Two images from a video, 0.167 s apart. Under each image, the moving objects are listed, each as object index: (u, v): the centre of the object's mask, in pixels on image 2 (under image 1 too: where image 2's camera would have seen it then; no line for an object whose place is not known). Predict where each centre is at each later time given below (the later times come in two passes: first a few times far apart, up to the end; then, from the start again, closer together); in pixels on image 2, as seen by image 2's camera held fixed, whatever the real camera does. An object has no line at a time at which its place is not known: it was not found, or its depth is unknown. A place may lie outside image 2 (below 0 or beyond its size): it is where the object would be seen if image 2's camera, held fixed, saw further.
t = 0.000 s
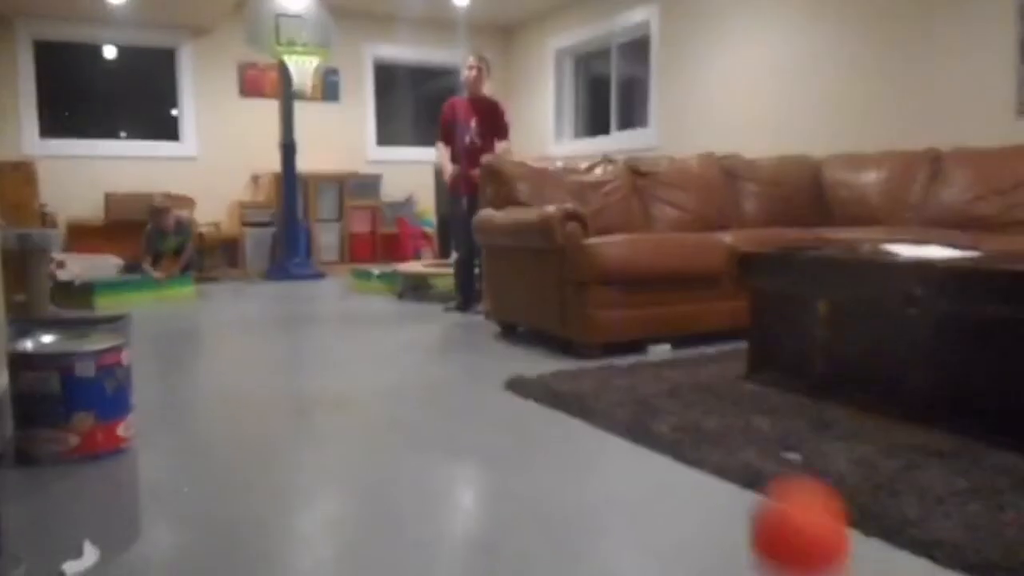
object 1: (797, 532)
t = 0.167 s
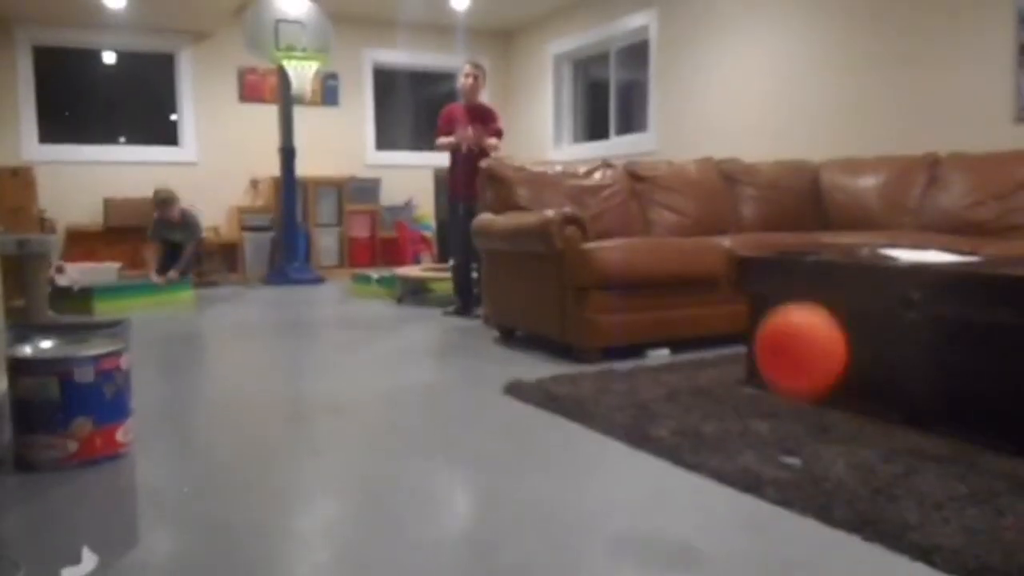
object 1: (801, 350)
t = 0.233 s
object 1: (799, 327)
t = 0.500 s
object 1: (791, 469)
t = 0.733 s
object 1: (780, 360)
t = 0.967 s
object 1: (769, 429)
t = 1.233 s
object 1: (773, 411)
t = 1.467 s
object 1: (777, 400)
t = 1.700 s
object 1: (784, 391)
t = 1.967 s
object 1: (785, 387)
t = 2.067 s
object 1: (783, 387)
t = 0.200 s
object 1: (800, 336)
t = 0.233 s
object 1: (799, 327)
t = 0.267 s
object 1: (798, 326)
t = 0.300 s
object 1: (797, 331)
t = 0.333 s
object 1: (796, 342)
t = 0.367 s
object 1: (795, 359)
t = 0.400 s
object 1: (794, 380)
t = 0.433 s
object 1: (794, 406)
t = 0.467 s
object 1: (794, 435)
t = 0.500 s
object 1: (791, 469)
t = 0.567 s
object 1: (788, 440)
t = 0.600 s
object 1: (786, 414)
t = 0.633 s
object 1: (786, 393)
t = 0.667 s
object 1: (785, 376)
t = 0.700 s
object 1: (782, 366)
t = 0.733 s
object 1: (780, 360)
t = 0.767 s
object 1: (779, 359)
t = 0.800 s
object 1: (778, 363)
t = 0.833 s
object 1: (776, 371)
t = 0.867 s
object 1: (774, 384)
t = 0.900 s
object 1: (772, 400)
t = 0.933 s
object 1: (769, 422)
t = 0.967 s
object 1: (769, 429)
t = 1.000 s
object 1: (770, 414)
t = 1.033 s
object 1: (771, 400)
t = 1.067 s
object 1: (771, 392)
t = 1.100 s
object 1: (771, 389)
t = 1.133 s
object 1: (772, 389)
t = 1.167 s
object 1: (772, 392)
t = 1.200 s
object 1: (773, 400)
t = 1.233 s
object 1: (773, 411)
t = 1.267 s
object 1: (773, 411)
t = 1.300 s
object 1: (774, 404)
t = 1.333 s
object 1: (774, 399)
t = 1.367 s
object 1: (774, 398)
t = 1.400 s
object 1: (775, 400)
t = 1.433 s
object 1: (775, 403)
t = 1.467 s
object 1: (777, 400)
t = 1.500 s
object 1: (778, 398)
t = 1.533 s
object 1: (779, 397)
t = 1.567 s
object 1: (781, 396)
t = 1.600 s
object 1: (782, 394)
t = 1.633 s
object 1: (782, 393)
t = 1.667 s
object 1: (783, 393)
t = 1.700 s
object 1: (784, 391)
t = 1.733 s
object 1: (784, 390)
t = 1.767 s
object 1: (785, 389)
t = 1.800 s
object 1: (787, 388)
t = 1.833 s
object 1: (788, 388)
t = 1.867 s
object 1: (788, 387)
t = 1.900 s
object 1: (786, 387)
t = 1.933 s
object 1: (785, 387)
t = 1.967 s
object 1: (785, 387)
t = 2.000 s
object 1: (783, 387)
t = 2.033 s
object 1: (783, 387)
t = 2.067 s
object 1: (783, 387)
